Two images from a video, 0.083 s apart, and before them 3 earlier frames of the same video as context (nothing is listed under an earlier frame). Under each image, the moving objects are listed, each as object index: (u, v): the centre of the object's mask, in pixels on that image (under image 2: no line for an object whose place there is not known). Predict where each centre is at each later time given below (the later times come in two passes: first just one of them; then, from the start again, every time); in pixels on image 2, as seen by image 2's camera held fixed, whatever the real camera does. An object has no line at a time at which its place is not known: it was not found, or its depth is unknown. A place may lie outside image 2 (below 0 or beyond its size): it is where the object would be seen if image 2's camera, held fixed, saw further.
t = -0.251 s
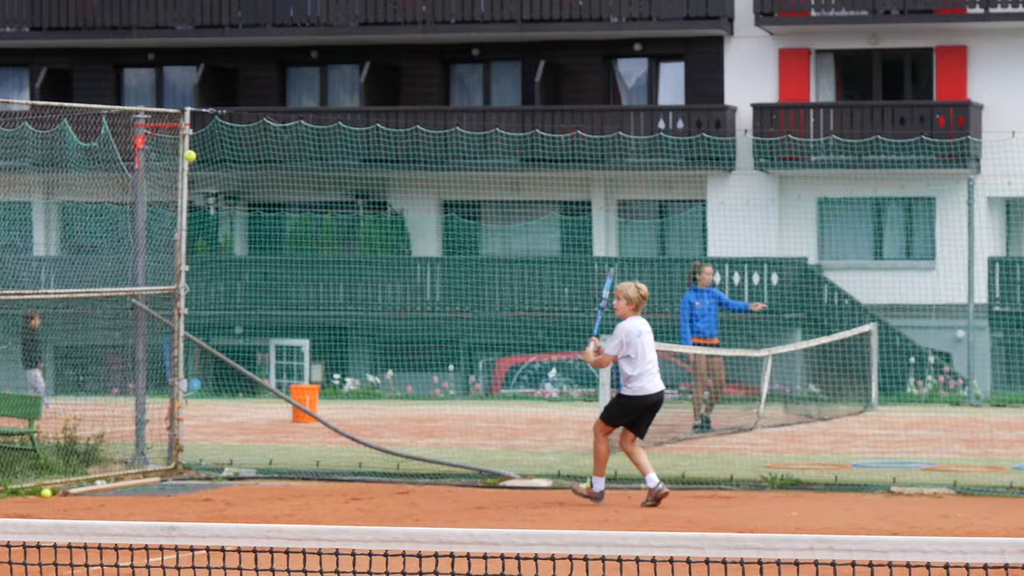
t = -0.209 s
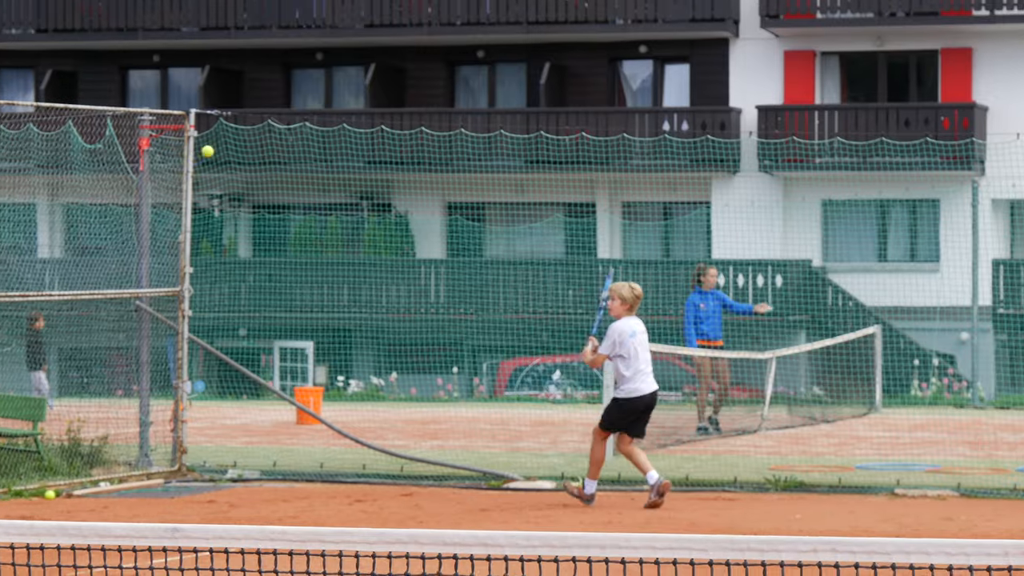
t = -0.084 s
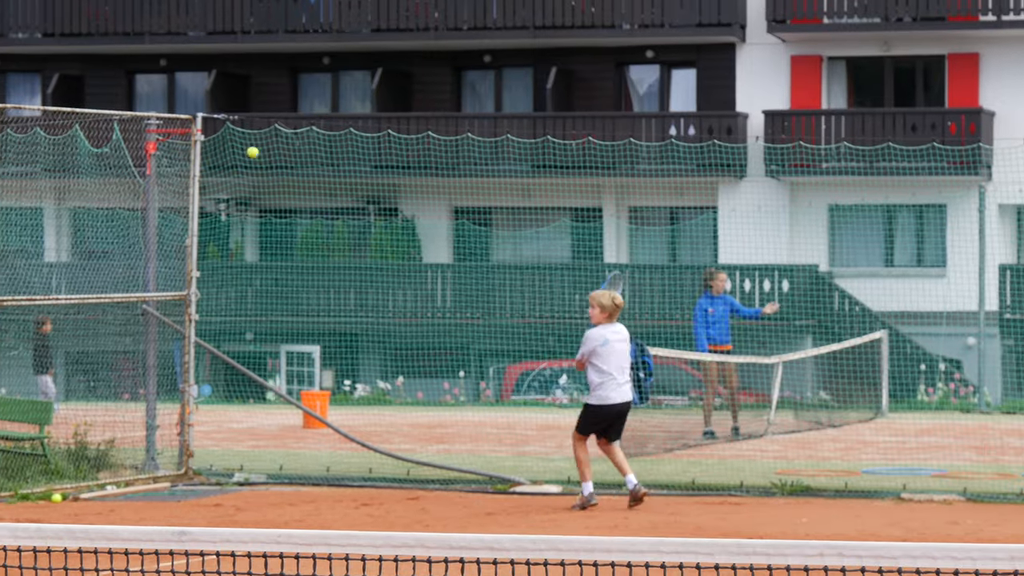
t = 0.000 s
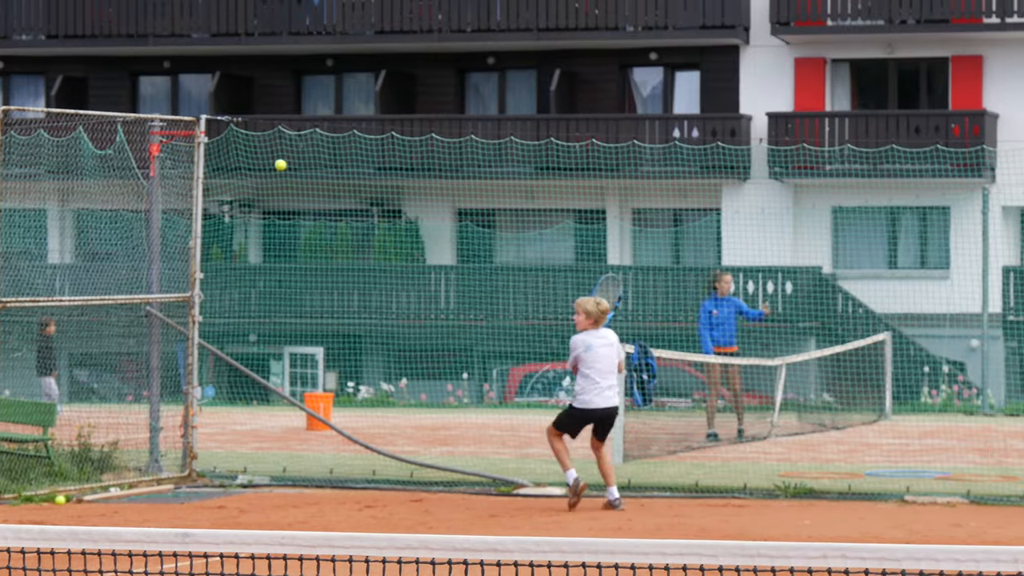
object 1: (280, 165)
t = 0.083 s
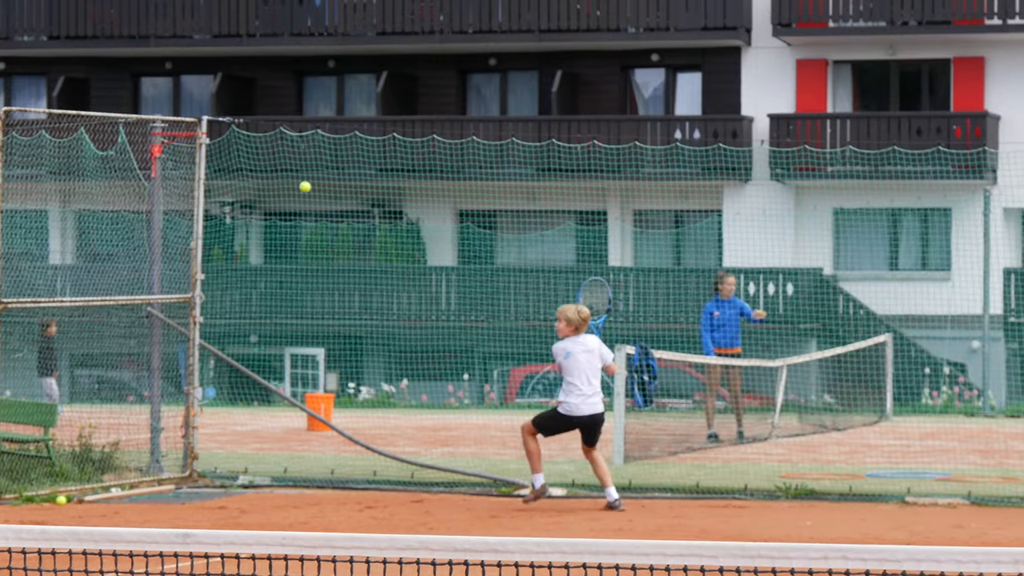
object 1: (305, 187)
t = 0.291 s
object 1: (358, 278)
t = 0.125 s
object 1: (316, 200)
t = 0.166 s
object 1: (327, 217)
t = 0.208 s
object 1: (338, 235)
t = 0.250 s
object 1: (348, 256)
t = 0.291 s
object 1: (358, 278)
